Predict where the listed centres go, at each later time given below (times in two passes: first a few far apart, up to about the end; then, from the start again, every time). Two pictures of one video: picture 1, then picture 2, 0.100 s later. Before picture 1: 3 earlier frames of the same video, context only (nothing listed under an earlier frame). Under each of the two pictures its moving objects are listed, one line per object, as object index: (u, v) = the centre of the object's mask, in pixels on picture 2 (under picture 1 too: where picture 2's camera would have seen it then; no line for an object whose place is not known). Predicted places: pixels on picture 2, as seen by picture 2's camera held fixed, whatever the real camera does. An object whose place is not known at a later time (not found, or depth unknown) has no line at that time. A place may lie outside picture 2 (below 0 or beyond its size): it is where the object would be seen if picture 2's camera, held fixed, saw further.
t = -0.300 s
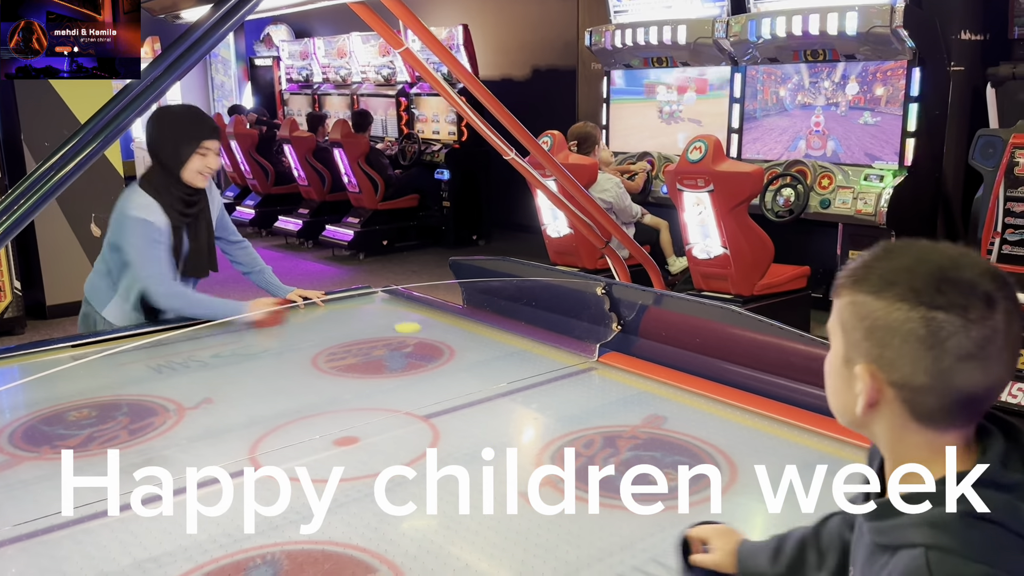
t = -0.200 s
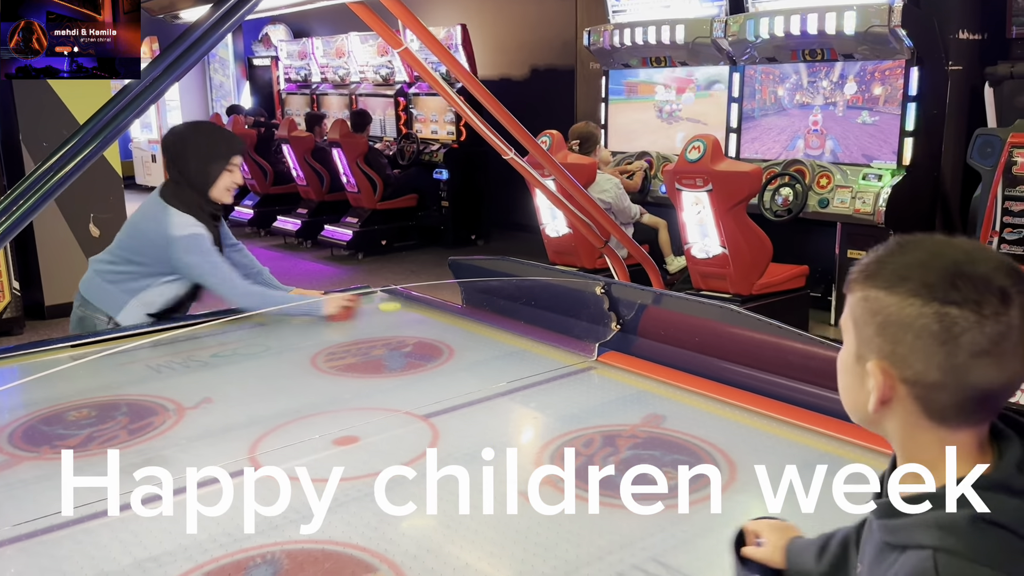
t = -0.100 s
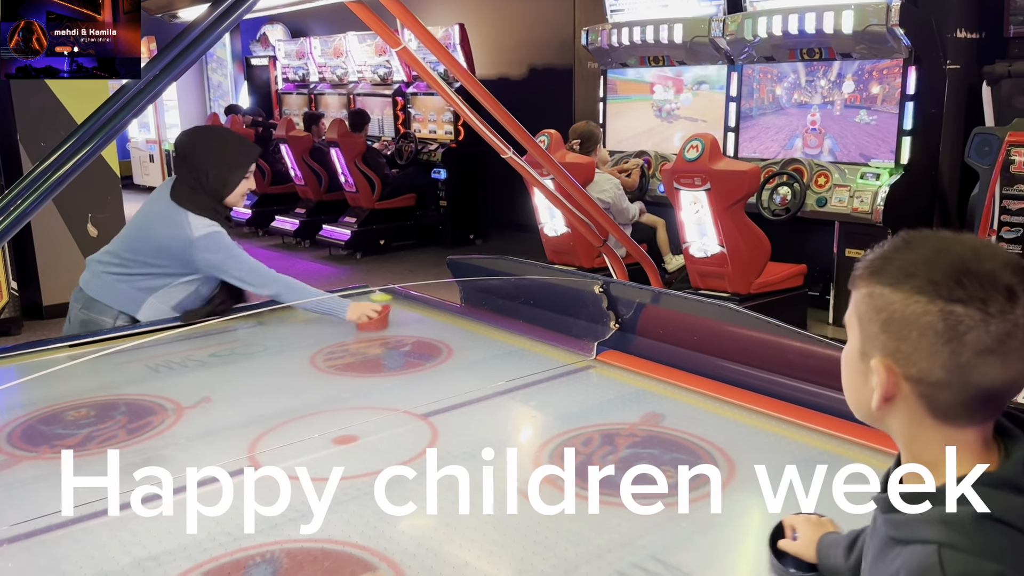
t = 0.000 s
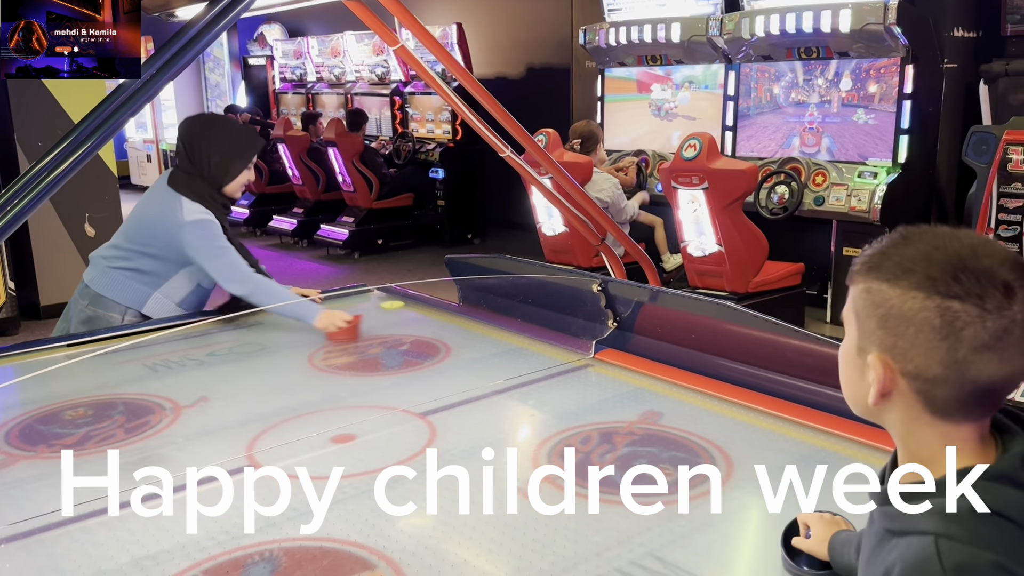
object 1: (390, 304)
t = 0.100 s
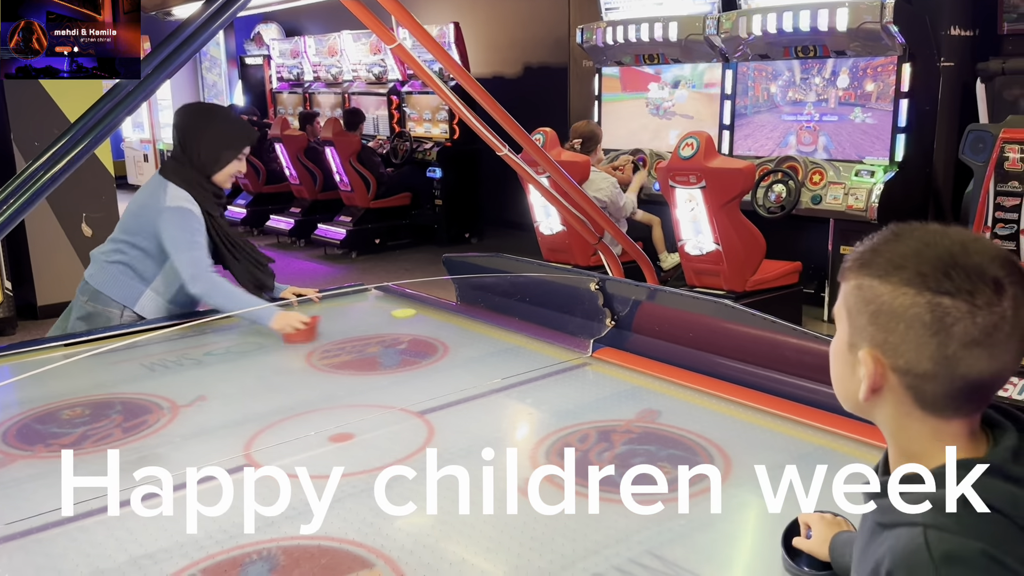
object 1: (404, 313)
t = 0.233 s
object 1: (424, 327)
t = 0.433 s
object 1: (459, 350)
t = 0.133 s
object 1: (408, 316)
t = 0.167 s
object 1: (413, 320)
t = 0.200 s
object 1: (418, 323)
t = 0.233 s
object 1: (424, 327)
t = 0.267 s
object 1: (429, 330)
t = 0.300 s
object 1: (435, 334)
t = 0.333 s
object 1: (440, 338)
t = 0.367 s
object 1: (446, 342)
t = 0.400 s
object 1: (452, 346)
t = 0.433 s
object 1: (459, 350)
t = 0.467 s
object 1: (465, 354)
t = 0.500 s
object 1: (472, 359)
